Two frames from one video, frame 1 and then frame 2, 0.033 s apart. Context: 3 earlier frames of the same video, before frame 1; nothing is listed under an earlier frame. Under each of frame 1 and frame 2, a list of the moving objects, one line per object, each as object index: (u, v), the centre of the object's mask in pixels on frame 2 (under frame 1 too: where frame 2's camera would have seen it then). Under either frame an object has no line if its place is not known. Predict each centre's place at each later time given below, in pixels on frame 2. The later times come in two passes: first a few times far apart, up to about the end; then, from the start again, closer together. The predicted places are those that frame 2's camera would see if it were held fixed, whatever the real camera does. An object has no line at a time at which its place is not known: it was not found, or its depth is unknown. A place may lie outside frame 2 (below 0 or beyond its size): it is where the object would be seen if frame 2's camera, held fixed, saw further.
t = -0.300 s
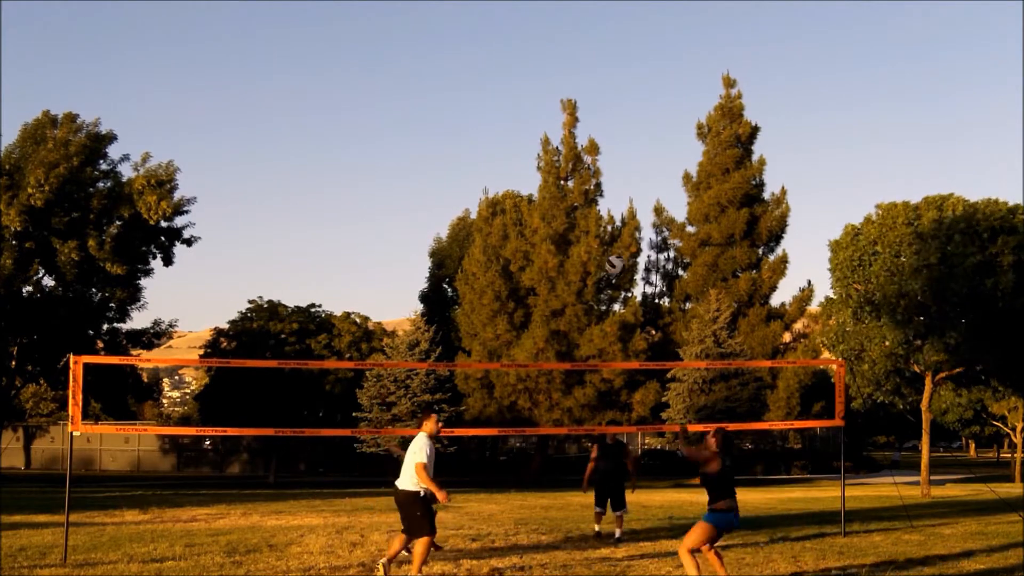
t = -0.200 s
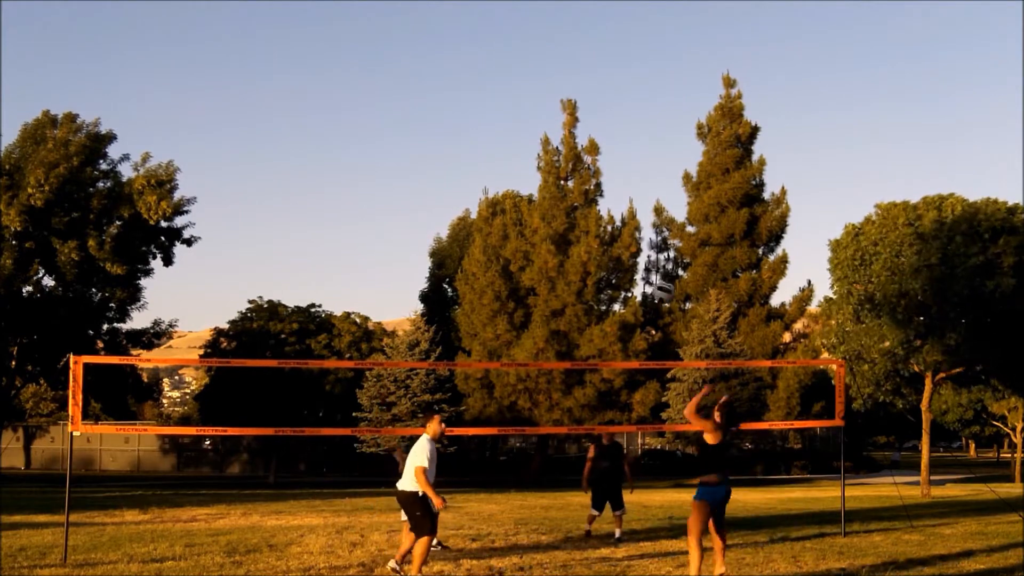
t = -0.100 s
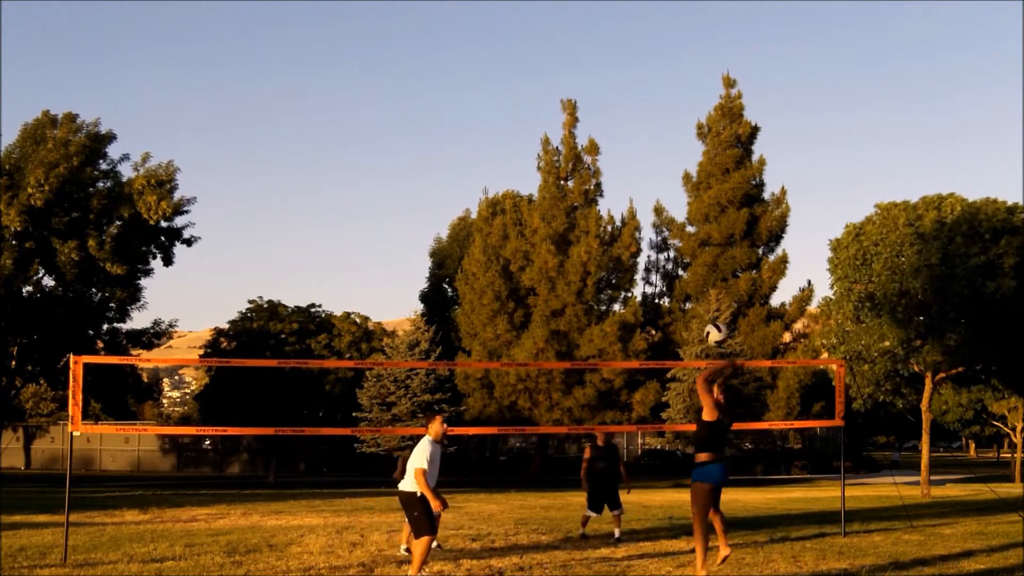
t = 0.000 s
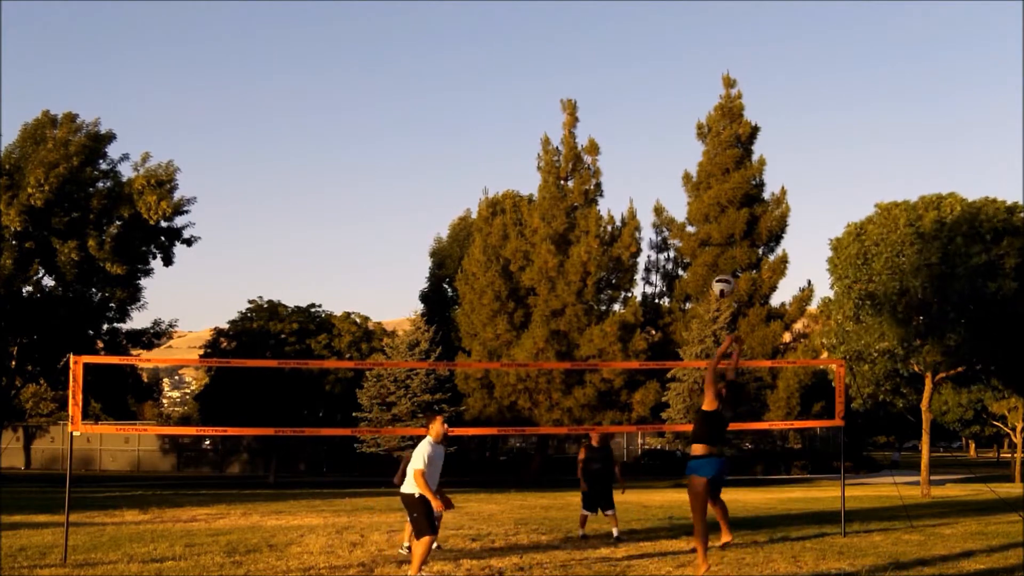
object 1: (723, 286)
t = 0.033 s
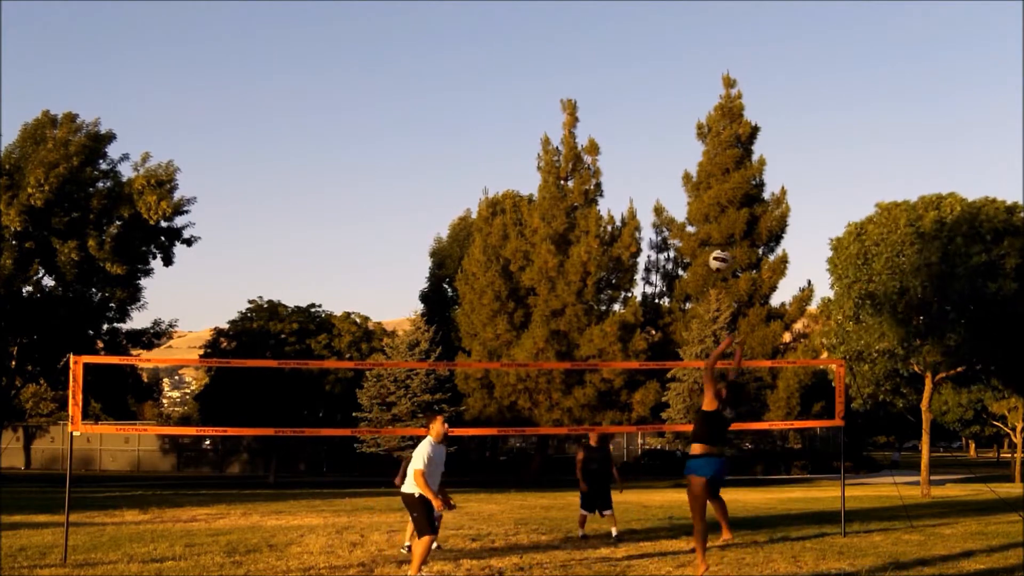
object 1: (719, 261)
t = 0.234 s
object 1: (705, 137)
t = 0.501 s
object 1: (690, 39)
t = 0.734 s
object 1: (684, 15)
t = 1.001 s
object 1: (684, 48)
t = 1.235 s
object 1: (690, 128)
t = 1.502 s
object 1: (702, 274)
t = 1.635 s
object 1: (710, 367)
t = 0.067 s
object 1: (717, 236)
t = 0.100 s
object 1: (715, 213)
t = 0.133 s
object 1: (712, 193)
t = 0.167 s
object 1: (709, 172)
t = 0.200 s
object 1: (706, 154)
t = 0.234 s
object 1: (705, 137)
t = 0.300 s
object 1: (701, 105)
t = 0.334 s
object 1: (699, 91)
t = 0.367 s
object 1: (697, 78)
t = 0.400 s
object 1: (695, 67)
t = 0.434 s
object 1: (693, 56)
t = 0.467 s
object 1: (692, 47)
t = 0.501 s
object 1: (690, 39)
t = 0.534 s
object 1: (689, 32)
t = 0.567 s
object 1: (688, 26)
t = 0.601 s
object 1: (687, 22)
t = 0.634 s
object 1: (686, 18)
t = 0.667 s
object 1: (685, 16)
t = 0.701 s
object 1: (684, 15)
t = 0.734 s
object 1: (684, 15)
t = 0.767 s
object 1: (683, 15)
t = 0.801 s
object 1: (683, 17)
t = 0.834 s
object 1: (683, 20)
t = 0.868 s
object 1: (683, 24)
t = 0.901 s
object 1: (683, 28)
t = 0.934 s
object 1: (683, 34)
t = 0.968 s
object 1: (683, 41)
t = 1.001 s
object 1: (684, 48)
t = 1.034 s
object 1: (685, 57)
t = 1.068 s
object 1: (685, 67)
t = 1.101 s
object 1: (686, 77)
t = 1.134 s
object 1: (687, 89)
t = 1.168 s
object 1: (688, 101)
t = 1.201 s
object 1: (689, 114)
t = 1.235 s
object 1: (690, 128)
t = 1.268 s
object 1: (691, 144)
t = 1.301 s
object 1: (692, 160)
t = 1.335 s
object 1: (692, 176)
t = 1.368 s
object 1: (694, 195)
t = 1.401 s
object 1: (697, 214)
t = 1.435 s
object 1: (699, 232)
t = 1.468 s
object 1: (700, 253)
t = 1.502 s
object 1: (702, 274)
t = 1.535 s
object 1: (704, 296)
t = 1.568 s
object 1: (707, 318)
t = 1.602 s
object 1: (708, 343)
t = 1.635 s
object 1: (710, 367)
